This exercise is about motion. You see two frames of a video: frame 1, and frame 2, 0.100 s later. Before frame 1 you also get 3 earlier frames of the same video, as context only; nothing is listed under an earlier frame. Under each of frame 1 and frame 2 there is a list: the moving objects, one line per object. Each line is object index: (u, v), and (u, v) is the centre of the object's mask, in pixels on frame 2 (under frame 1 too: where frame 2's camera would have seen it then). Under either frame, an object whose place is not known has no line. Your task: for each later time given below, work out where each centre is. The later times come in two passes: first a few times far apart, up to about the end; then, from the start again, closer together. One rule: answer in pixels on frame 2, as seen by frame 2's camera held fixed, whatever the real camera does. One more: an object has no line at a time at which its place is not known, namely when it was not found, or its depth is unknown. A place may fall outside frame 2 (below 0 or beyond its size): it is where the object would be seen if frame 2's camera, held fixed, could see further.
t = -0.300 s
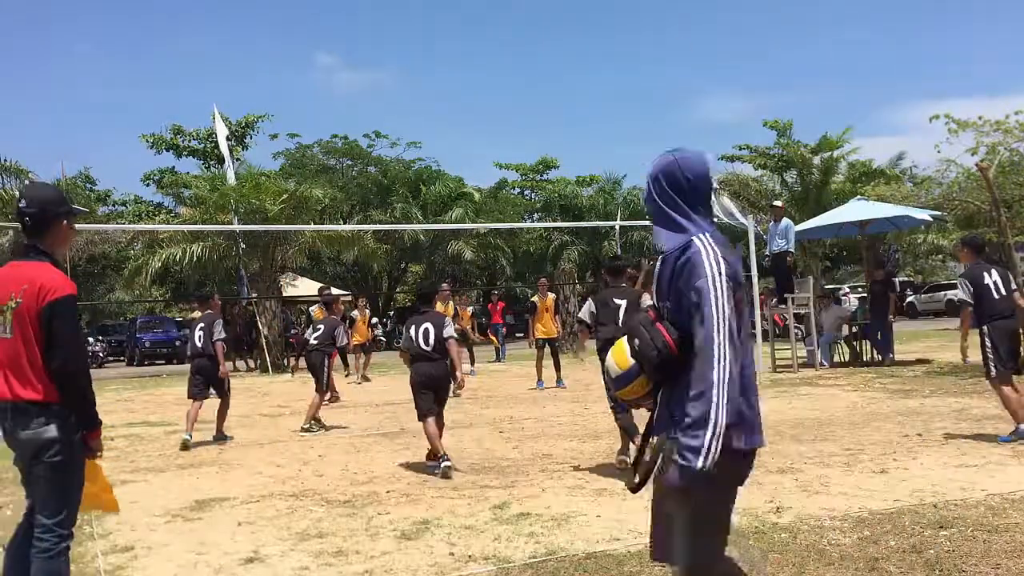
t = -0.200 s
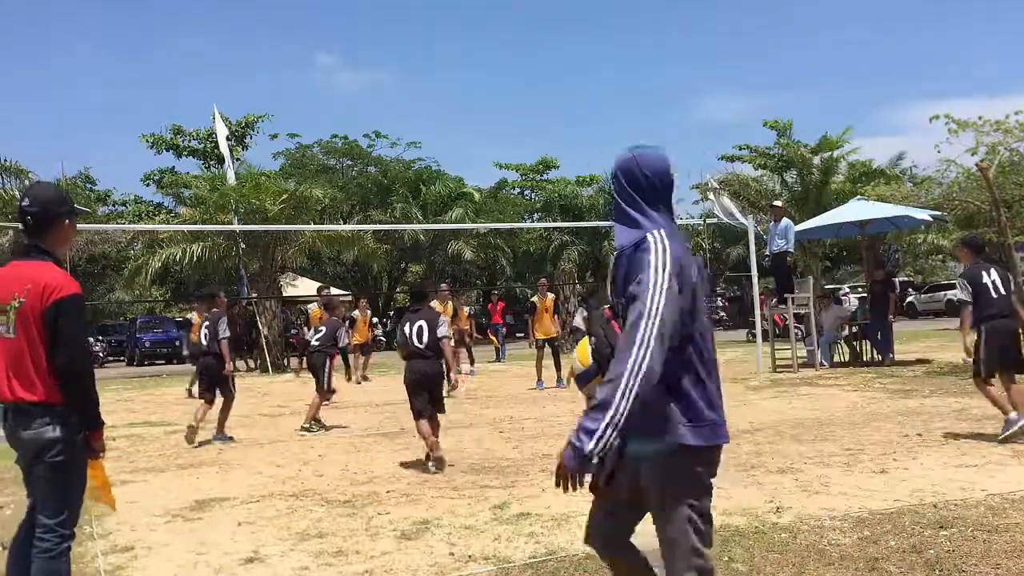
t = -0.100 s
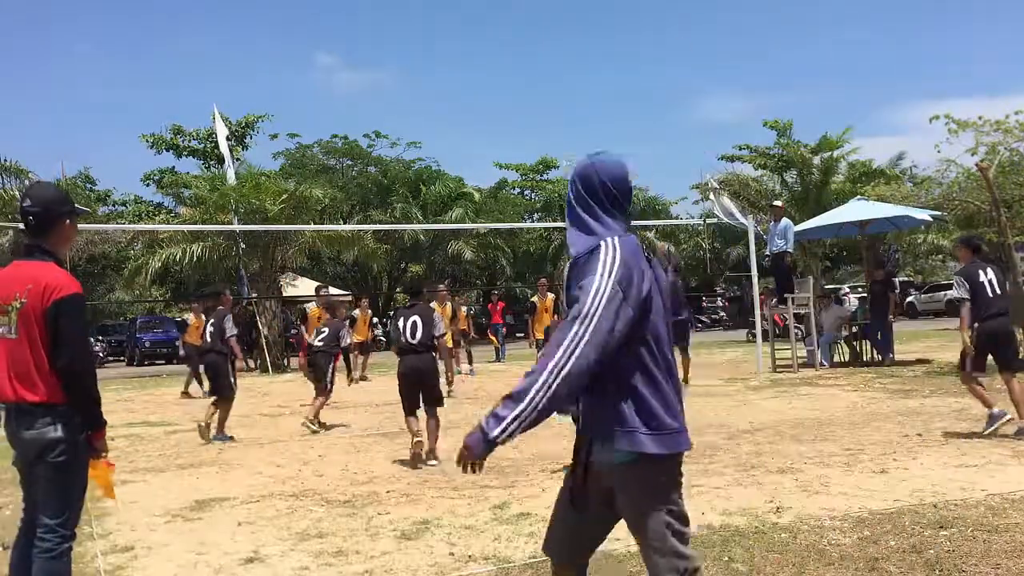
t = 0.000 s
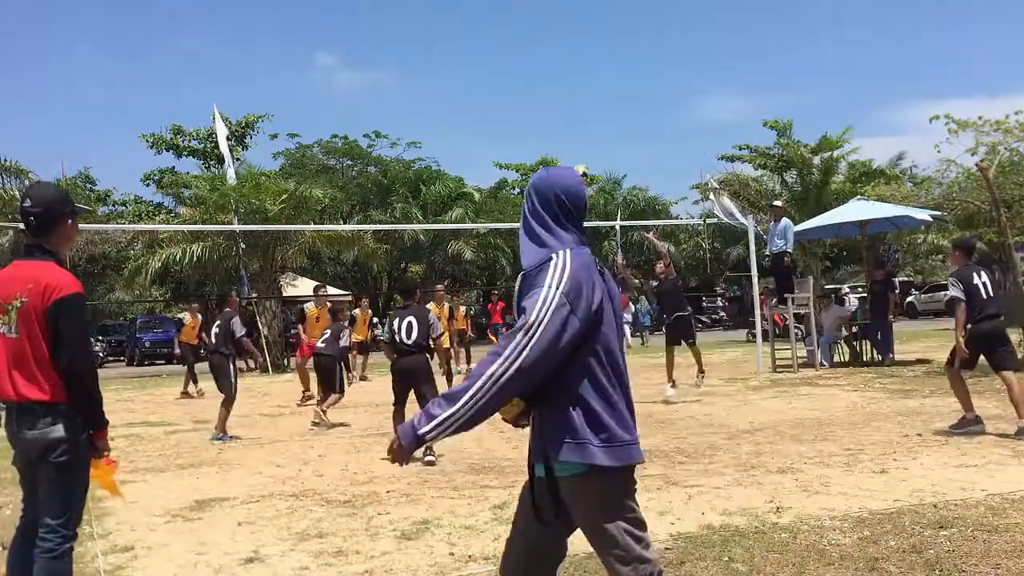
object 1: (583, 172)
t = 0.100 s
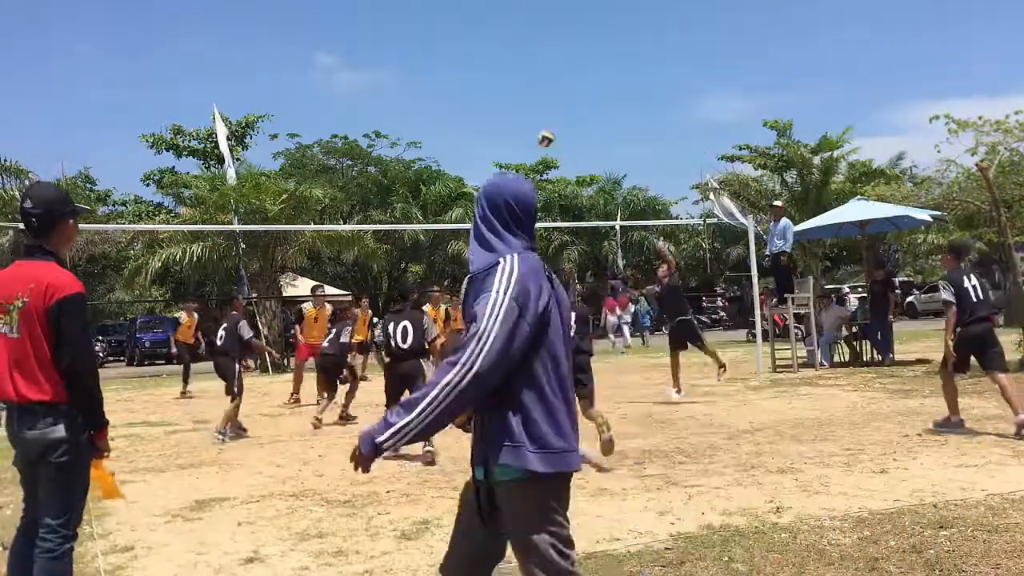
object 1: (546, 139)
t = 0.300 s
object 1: (479, 93)
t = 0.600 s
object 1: (381, 86)
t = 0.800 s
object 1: (321, 121)
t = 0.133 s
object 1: (533, 129)
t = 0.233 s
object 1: (500, 104)
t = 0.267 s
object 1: (489, 98)
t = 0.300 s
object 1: (479, 93)
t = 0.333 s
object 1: (466, 88)
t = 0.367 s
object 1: (456, 85)
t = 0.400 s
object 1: (444, 82)
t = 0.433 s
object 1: (433, 81)
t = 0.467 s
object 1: (423, 80)
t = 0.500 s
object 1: (413, 81)
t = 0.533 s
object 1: (402, 81)
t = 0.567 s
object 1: (391, 83)
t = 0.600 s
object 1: (381, 86)
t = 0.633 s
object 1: (371, 90)
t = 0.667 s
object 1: (361, 94)
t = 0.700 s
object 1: (351, 100)
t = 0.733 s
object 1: (340, 107)
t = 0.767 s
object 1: (329, 114)
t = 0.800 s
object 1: (321, 121)
